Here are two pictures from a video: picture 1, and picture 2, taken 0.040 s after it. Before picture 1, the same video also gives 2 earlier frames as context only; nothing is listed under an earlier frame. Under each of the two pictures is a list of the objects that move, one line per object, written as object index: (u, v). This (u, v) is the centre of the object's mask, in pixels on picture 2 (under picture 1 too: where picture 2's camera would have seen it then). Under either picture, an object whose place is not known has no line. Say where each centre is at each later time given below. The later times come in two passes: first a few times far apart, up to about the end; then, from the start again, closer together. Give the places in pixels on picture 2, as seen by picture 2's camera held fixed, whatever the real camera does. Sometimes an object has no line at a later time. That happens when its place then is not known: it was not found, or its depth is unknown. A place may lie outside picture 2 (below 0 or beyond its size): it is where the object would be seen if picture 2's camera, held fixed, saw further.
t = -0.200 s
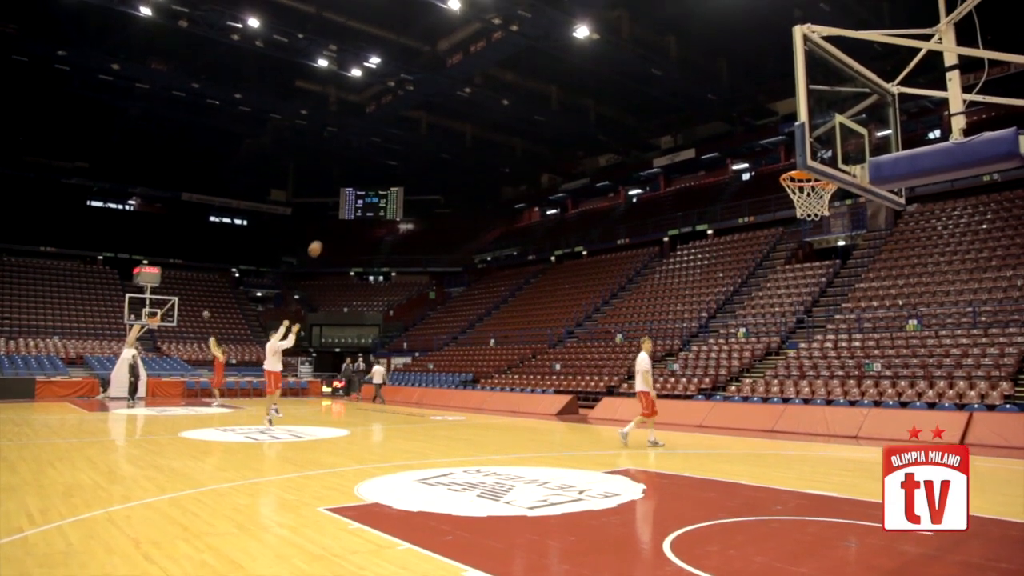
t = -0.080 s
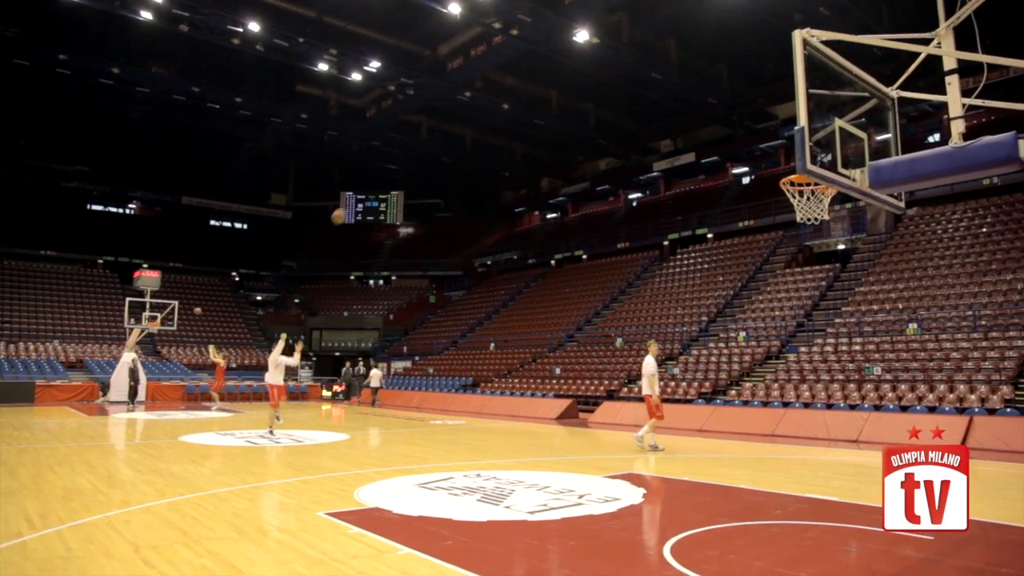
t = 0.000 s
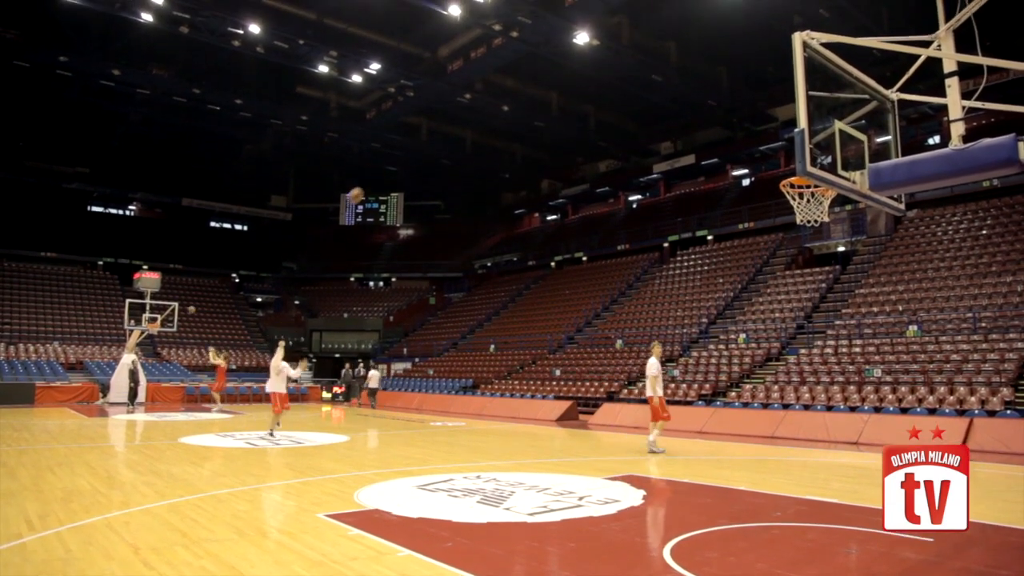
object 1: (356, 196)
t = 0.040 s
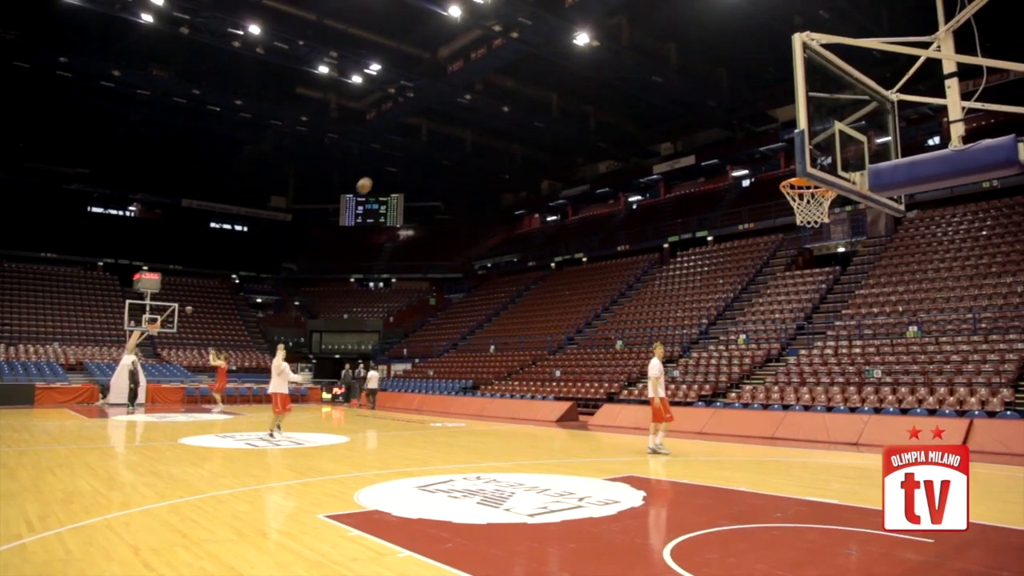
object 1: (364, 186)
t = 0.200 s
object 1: (401, 147)
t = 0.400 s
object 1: (456, 109)
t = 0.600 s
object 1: (524, 87)
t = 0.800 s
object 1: (612, 90)
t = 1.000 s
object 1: (734, 129)
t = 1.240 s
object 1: (785, 142)
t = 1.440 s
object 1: (758, 93)
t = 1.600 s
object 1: (738, 84)
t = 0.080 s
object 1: (373, 175)
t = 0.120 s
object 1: (382, 165)
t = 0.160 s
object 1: (391, 156)
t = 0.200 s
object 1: (401, 147)
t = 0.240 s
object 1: (411, 138)
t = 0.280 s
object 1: (422, 130)
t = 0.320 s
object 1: (433, 123)
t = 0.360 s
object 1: (444, 116)
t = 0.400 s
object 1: (456, 109)
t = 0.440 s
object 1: (468, 103)
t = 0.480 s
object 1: (481, 98)
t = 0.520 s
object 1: (494, 94)
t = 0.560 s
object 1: (509, 90)
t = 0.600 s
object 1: (524, 87)
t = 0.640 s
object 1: (539, 86)
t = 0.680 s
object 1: (555, 85)
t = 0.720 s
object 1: (573, 86)
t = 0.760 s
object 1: (592, 87)
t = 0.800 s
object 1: (612, 90)
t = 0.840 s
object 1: (633, 95)
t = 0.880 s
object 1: (655, 100)
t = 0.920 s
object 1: (680, 108)
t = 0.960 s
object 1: (706, 117)
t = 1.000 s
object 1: (734, 129)
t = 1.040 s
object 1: (765, 145)
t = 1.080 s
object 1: (788, 159)
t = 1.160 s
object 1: (792, 170)
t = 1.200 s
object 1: (789, 159)
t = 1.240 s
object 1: (785, 142)
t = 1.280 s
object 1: (781, 128)
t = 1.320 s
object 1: (775, 117)
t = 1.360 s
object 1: (769, 108)
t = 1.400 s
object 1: (763, 99)
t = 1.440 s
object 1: (758, 93)
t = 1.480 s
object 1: (752, 88)
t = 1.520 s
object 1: (747, 85)
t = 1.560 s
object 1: (743, 84)
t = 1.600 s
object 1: (738, 84)
